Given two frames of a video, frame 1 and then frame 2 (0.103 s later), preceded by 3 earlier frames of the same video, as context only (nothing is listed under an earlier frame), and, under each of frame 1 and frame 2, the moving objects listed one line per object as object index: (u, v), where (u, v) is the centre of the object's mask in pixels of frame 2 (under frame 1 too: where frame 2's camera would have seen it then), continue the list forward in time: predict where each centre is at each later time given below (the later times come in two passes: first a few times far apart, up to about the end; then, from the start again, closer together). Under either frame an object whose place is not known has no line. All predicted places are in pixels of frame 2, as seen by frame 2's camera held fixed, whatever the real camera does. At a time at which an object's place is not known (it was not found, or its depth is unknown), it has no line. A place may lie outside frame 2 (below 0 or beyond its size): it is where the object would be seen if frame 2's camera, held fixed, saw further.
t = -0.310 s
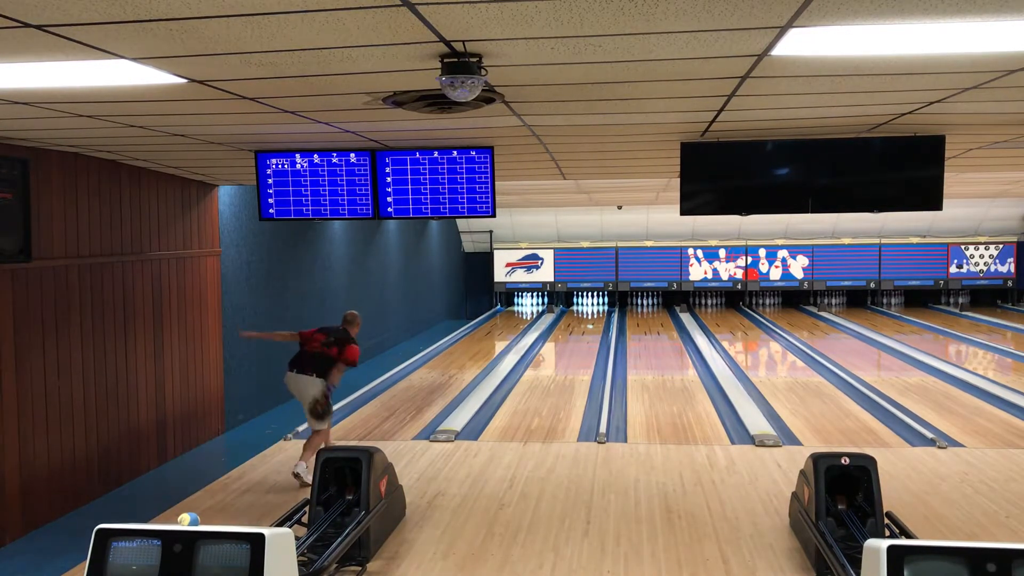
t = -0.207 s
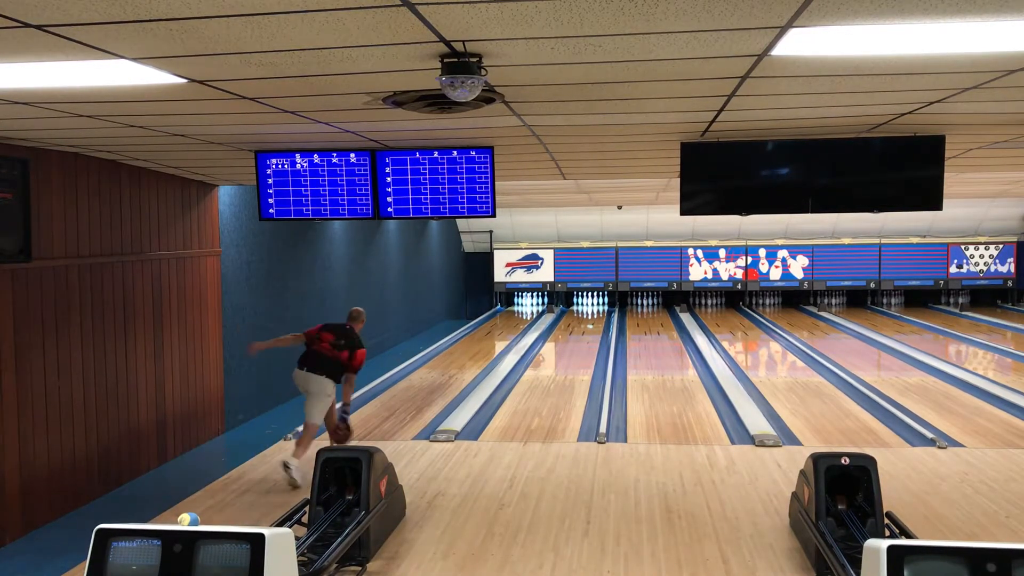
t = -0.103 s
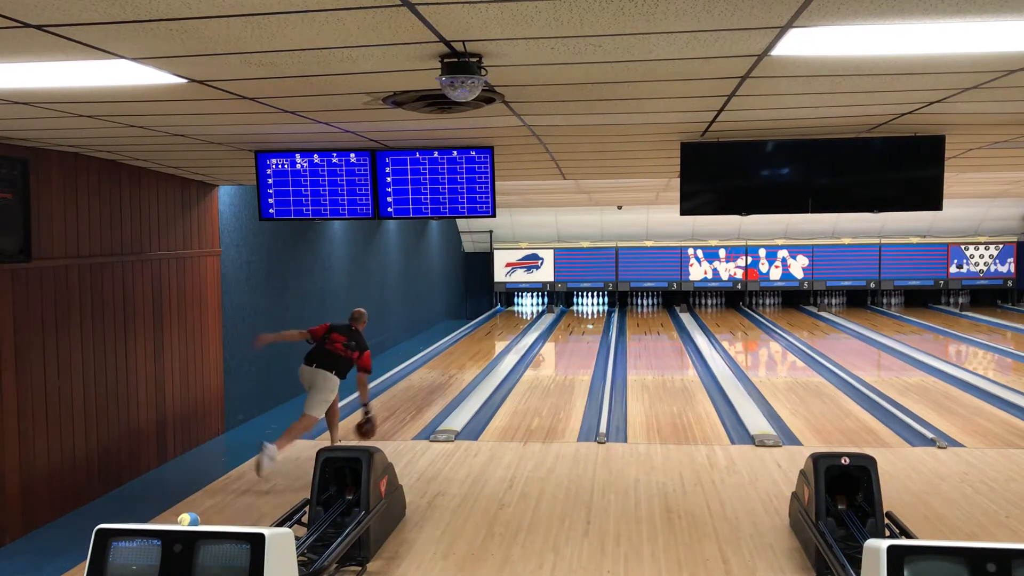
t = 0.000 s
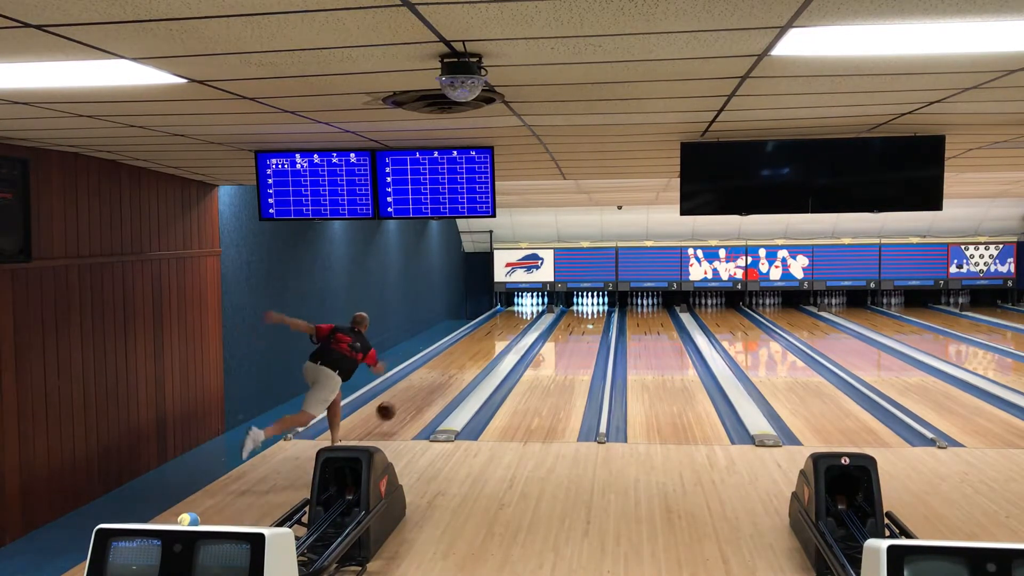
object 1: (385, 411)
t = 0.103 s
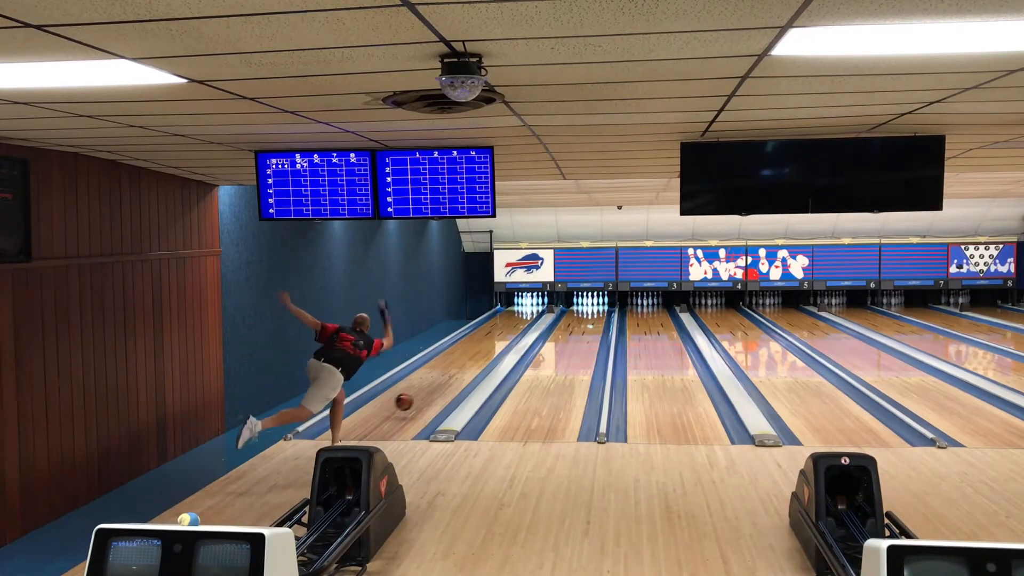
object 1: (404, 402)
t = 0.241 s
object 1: (423, 394)
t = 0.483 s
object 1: (450, 373)
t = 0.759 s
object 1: (474, 352)
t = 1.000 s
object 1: (489, 340)
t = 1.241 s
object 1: (500, 330)
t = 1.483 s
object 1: (510, 322)
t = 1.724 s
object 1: (517, 316)
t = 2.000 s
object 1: (525, 308)
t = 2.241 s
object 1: (530, 303)
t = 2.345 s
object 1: (532, 302)
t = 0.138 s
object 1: (409, 401)
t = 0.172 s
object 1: (414, 401)
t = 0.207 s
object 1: (419, 398)
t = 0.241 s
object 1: (423, 394)
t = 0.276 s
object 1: (428, 391)
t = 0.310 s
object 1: (432, 388)
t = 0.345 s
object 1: (436, 384)
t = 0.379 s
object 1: (440, 381)
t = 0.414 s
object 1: (443, 379)
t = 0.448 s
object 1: (446, 376)
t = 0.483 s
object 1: (450, 373)
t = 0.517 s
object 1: (453, 370)
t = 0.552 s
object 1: (456, 368)
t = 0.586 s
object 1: (459, 366)
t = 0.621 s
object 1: (462, 363)
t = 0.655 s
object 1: (464, 361)
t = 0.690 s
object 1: (467, 359)
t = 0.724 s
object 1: (470, 357)
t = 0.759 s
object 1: (474, 352)
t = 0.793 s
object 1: (477, 351)
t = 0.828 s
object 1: (479, 349)
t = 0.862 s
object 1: (481, 347)
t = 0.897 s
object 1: (483, 345)
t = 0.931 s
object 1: (485, 344)
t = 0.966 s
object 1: (487, 342)
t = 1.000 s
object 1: (489, 340)
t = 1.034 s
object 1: (490, 338)
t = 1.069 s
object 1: (492, 338)
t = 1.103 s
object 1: (493, 336)
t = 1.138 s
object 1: (495, 334)
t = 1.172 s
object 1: (497, 333)
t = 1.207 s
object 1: (499, 331)
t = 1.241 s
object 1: (500, 330)
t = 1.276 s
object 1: (502, 329)
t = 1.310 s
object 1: (503, 328)
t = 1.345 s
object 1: (504, 327)
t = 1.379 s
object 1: (505, 326)
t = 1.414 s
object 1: (507, 325)
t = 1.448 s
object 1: (508, 324)
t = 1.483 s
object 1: (510, 322)
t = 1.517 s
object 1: (511, 321)
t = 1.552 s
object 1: (512, 320)
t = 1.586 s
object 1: (513, 319)
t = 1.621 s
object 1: (514, 319)
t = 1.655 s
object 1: (516, 318)
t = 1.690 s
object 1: (517, 317)
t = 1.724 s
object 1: (517, 316)
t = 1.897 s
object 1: (522, 310)
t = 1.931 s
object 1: (523, 310)
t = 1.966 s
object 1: (524, 309)
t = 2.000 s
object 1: (525, 308)
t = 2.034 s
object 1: (526, 307)
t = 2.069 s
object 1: (526, 307)
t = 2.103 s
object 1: (528, 306)
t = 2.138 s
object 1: (528, 305)
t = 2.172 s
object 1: (528, 305)
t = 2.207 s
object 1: (529, 304)
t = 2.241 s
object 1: (530, 303)
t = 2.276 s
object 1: (530, 303)
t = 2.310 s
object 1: (531, 302)
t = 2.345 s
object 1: (532, 302)
